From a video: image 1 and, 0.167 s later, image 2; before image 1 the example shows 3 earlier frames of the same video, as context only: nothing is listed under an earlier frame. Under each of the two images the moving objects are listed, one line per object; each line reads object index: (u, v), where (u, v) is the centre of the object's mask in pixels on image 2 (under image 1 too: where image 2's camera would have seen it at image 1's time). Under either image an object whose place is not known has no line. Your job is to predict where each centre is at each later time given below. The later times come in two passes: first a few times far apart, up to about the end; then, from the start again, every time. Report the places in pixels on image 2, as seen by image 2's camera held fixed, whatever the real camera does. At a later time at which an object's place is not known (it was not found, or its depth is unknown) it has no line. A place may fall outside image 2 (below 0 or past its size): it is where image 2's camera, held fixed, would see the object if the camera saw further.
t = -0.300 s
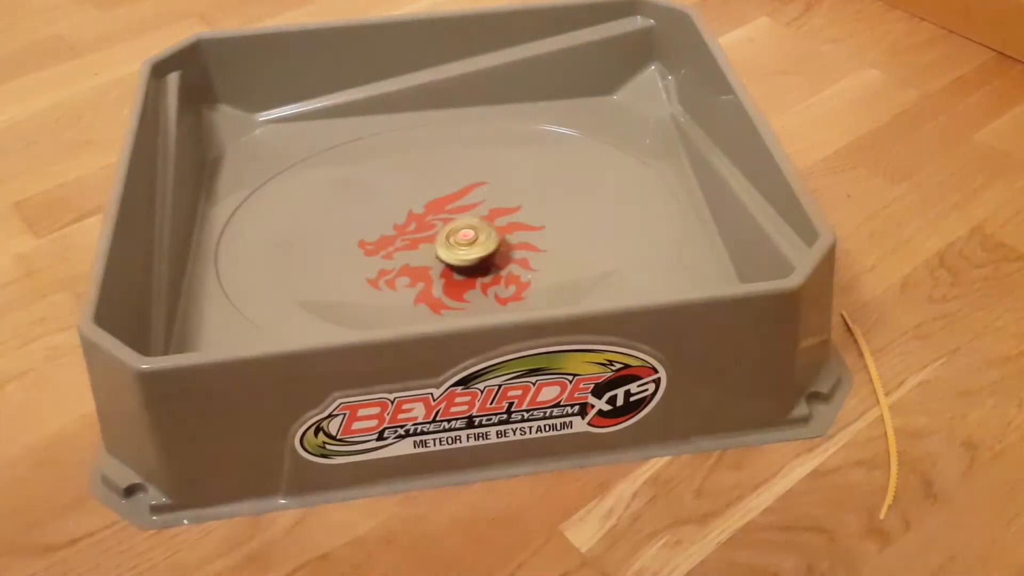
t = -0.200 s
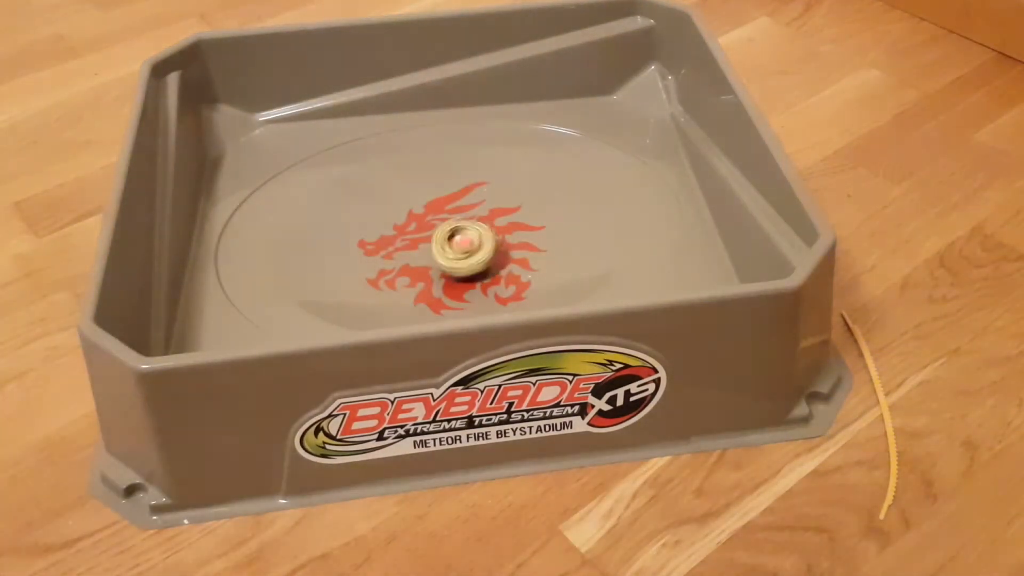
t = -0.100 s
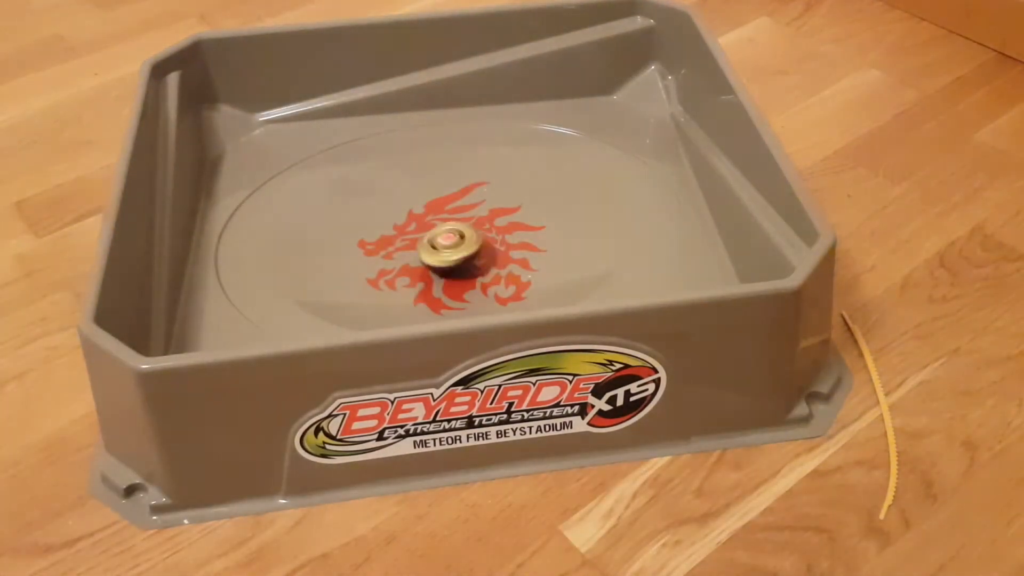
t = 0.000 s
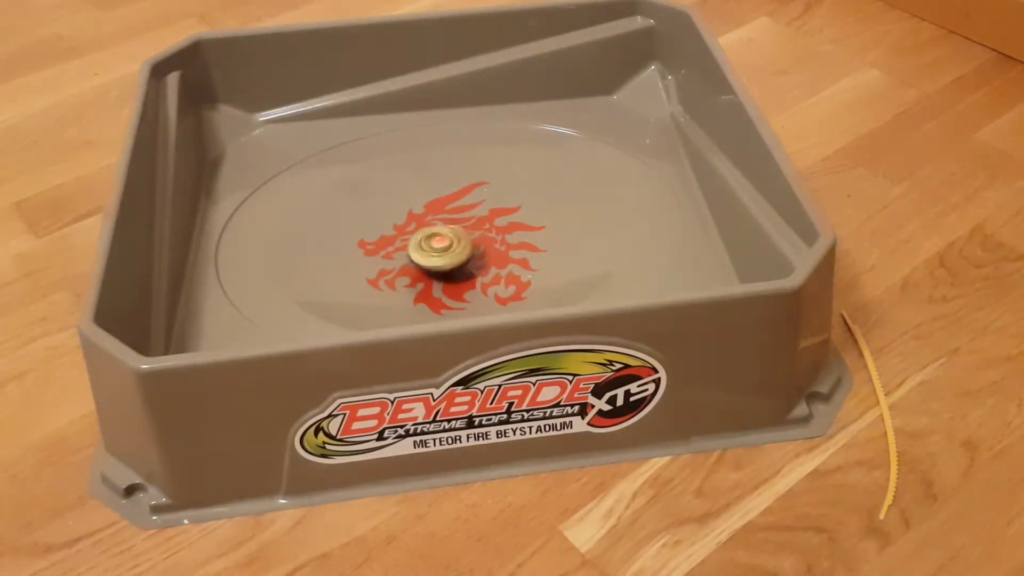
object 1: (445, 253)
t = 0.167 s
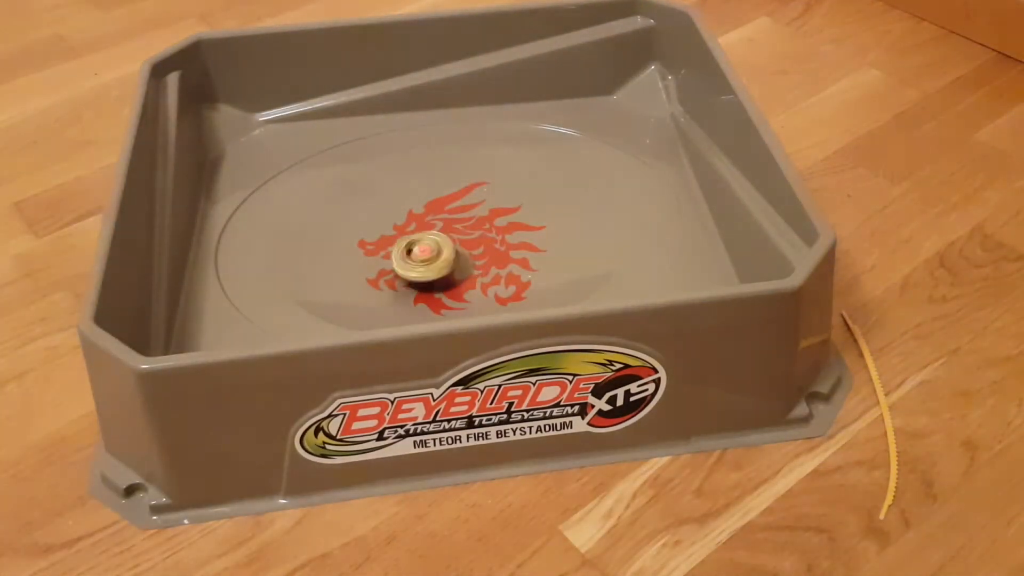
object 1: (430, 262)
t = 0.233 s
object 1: (425, 263)
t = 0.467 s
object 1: (417, 267)
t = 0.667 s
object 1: (435, 263)
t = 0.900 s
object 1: (448, 253)
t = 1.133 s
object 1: (464, 245)
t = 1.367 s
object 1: (484, 244)
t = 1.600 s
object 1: (488, 249)
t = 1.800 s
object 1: (483, 249)
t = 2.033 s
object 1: (476, 242)
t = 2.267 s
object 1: (483, 234)
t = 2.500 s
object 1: (482, 234)
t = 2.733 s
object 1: (475, 235)
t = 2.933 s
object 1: (477, 230)
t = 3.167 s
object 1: (483, 230)
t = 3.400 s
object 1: (478, 225)
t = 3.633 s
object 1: (459, 221)
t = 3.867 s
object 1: (464, 222)
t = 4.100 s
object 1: (459, 231)
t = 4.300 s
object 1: (453, 234)
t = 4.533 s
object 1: (450, 228)
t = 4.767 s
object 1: (453, 227)
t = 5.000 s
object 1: (459, 224)
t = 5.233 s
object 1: (456, 226)
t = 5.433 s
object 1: (455, 228)
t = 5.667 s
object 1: (454, 228)
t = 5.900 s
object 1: (454, 228)
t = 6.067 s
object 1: (454, 228)
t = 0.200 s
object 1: (428, 263)
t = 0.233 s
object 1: (425, 263)
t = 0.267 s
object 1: (421, 263)
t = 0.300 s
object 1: (417, 264)
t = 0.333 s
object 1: (417, 265)
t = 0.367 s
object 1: (417, 264)
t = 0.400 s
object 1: (418, 266)
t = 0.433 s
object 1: (417, 266)
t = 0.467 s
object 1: (417, 267)
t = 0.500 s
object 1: (421, 267)
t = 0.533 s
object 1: (423, 267)
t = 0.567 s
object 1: (423, 266)
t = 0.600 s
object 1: (425, 265)
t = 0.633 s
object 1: (433, 265)
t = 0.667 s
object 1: (435, 263)
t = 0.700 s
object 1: (436, 262)
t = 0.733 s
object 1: (438, 260)
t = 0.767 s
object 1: (440, 258)
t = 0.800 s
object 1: (441, 256)
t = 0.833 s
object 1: (442, 256)
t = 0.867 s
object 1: (443, 254)
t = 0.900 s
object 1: (448, 253)
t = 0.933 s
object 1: (450, 251)
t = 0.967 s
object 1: (451, 250)
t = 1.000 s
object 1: (453, 249)
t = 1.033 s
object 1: (455, 248)
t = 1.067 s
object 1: (459, 247)
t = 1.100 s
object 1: (463, 246)
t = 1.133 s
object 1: (464, 245)
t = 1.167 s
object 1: (466, 245)
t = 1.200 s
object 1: (474, 246)
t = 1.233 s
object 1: (475, 245)
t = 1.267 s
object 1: (477, 246)
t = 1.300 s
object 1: (479, 245)
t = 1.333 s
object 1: (481, 245)
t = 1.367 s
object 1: (484, 244)
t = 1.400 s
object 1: (486, 246)
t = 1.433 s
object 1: (486, 246)
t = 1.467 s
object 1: (487, 245)
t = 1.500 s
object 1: (490, 246)
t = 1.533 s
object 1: (491, 246)
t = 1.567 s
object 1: (489, 247)
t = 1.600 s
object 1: (488, 249)
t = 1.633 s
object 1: (487, 249)
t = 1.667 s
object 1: (487, 249)
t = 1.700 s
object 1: (487, 249)
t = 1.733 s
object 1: (486, 249)
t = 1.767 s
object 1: (483, 250)
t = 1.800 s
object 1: (483, 249)
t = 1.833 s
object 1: (482, 249)
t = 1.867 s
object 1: (480, 248)
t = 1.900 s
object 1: (478, 247)
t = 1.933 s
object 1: (478, 246)
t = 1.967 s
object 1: (477, 244)
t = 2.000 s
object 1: (477, 243)
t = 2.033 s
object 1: (476, 242)
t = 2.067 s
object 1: (476, 240)
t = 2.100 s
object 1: (478, 238)
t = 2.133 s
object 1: (478, 237)
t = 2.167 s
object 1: (478, 235)
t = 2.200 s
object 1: (479, 235)
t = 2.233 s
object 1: (481, 235)
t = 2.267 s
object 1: (483, 234)
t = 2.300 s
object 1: (484, 234)
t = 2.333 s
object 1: (485, 234)
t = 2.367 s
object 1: (484, 233)
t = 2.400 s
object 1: (486, 234)
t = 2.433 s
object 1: (486, 234)
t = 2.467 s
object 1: (484, 236)
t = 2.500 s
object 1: (482, 234)
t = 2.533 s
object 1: (481, 236)
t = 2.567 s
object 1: (482, 237)
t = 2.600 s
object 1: (481, 237)
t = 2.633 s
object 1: (479, 237)
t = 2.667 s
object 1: (476, 237)
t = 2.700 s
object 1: (475, 236)
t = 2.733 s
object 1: (475, 235)
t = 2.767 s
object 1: (474, 232)
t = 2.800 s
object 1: (475, 234)
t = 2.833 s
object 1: (474, 233)
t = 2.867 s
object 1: (476, 233)
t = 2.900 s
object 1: (476, 231)
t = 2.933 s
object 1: (477, 230)
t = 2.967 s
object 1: (478, 229)
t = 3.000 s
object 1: (481, 231)
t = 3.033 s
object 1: (484, 230)
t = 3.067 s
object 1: (485, 230)
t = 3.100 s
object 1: (484, 231)
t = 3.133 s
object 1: (484, 231)
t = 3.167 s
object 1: (483, 230)
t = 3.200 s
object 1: (484, 231)
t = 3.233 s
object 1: (484, 230)
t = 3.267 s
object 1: (484, 231)
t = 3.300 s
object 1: (483, 230)
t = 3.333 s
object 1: (482, 228)
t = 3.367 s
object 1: (480, 225)
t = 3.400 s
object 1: (478, 225)
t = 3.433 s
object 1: (475, 225)
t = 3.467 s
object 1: (473, 224)
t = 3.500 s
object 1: (471, 223)
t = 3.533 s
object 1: (470, 222)
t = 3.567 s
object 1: (467, 222)
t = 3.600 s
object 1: (463, 222)
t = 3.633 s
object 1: (459, 221)
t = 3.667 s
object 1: (459, 220)
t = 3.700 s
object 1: (458, 218)
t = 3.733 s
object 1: (461, 218)
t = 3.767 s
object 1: (462, 219)
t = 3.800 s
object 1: (462, 219)
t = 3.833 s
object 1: (463, 221)
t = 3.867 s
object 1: (464, 222)
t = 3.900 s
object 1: (464, 224)
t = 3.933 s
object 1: (463, 224)
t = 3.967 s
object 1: (462, 226)
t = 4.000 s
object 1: (461, 227)
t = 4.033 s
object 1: (461, 229)
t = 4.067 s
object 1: (460, 231)
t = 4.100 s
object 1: (459, 231)
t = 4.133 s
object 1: (458, 233)
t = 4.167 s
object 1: (456, 234)
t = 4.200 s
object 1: (455, 235)
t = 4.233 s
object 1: (453, 236)
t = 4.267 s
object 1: (452, 234)
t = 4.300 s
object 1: (453, 234)
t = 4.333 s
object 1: (451, 233)
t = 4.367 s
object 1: (450, 232)
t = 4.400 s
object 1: (450, 231)
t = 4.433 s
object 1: (449, 230)
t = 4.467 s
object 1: (450, 230)
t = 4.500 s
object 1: (450, 228)
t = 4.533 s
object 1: (450, 228)
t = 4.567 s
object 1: (451, 228)
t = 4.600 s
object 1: (451, 228)
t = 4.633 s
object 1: (451, 227)
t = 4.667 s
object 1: (452, 227)
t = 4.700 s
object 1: (452, 227)
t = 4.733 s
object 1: (452, 227)
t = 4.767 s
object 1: (453, 227)
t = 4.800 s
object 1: (454, 227)
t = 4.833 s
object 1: (456, 226)
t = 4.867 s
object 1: (457, 226)
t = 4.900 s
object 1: (458, 225)
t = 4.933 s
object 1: (459, 225)
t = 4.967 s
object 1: (459, 224)
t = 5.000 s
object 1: (459, 224)
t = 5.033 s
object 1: (459, 224)
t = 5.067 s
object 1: (459, 224)
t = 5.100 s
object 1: (459, 224)
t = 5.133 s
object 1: (459, 224)
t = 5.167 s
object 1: (459, 225)
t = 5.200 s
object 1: (458, 226)
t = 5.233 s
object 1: (456, 226)
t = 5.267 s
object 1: (455, 227)
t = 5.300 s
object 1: (453, 228)
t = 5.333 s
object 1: (452, 228)
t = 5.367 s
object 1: (452, 228)
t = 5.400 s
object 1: (453, 228)
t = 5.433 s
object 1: (455, 228)
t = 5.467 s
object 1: (455, 227)
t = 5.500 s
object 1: (455, 227)
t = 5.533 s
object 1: (455, 227)
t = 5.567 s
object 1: (454, 228)
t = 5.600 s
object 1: (453, 228)
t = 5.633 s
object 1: (454, 228)
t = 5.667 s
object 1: (454, 228)
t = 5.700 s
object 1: (454, 228)
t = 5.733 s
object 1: (454, 228)
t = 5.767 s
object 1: (454, 228)
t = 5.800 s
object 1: (454, 228)
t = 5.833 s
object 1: (454, 228)
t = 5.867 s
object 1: (454, 228)
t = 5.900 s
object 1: (454, 228)
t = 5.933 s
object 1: (454, 228)
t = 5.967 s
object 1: (454, 228)
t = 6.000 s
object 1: (454, 228)
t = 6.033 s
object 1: (454, 228)
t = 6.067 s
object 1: (454, 228)
